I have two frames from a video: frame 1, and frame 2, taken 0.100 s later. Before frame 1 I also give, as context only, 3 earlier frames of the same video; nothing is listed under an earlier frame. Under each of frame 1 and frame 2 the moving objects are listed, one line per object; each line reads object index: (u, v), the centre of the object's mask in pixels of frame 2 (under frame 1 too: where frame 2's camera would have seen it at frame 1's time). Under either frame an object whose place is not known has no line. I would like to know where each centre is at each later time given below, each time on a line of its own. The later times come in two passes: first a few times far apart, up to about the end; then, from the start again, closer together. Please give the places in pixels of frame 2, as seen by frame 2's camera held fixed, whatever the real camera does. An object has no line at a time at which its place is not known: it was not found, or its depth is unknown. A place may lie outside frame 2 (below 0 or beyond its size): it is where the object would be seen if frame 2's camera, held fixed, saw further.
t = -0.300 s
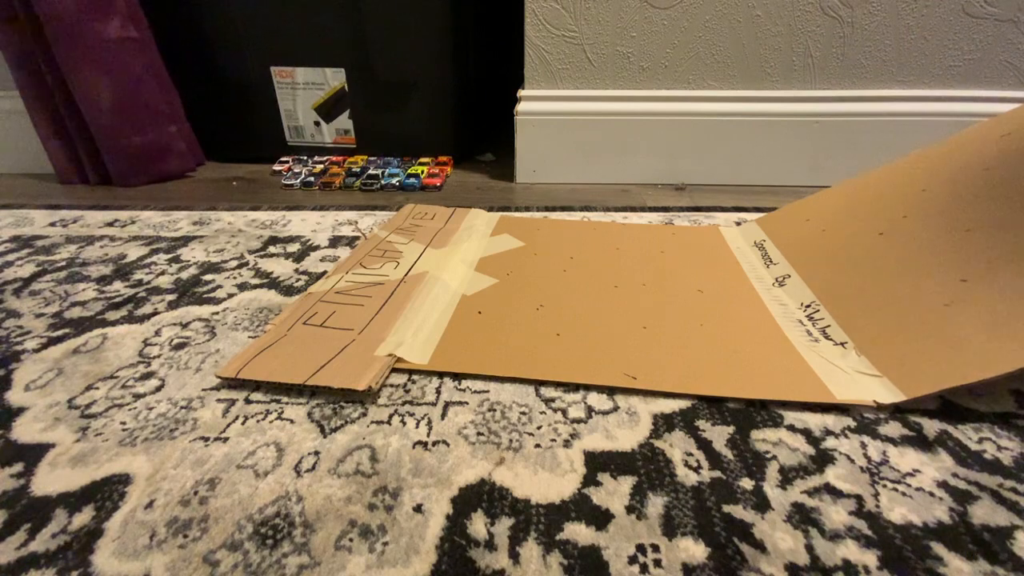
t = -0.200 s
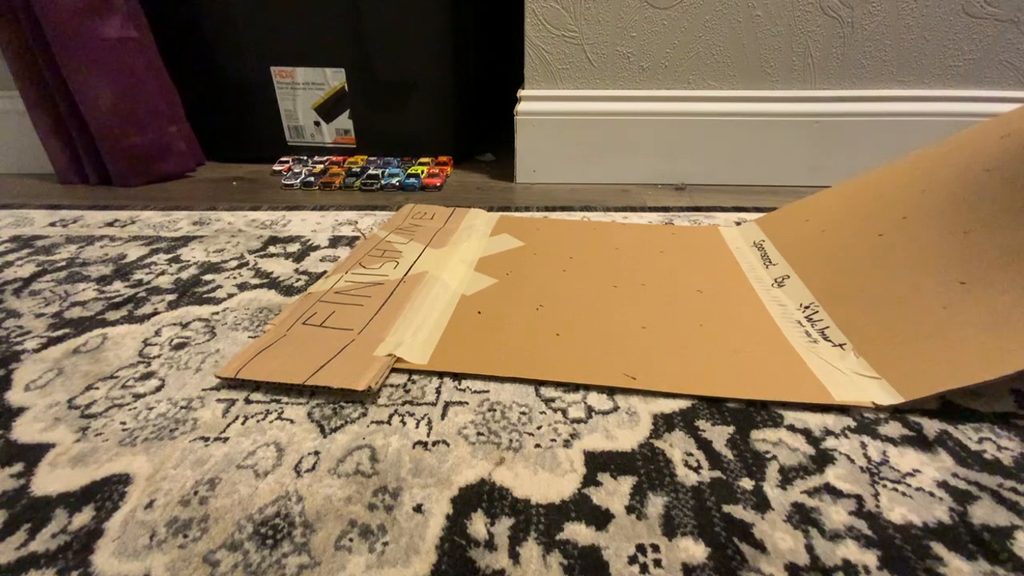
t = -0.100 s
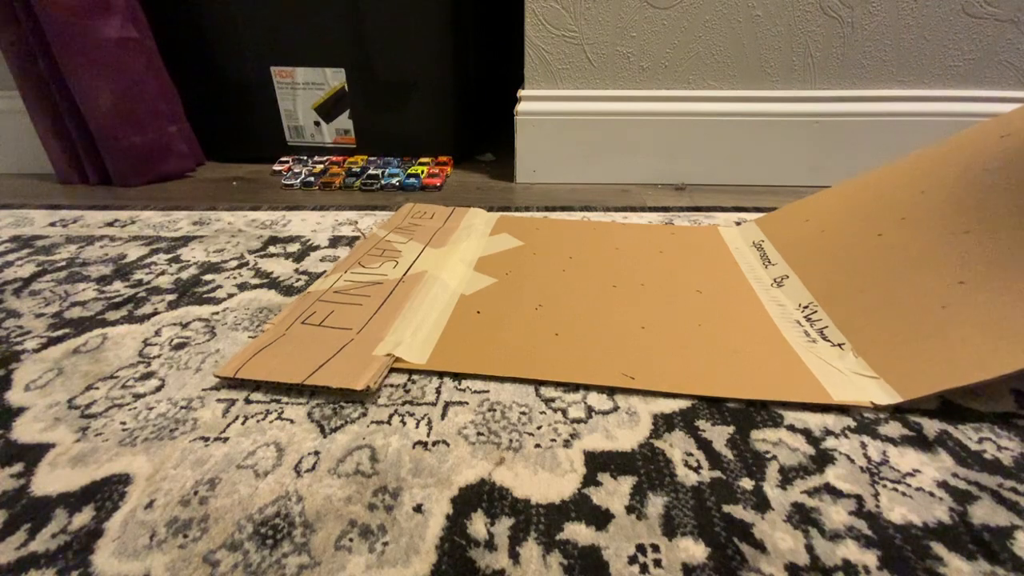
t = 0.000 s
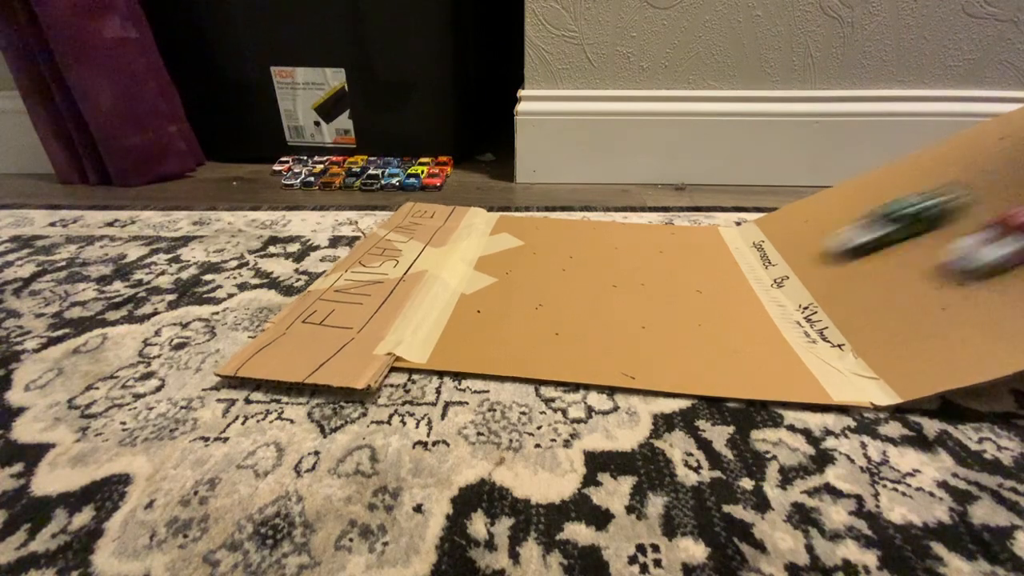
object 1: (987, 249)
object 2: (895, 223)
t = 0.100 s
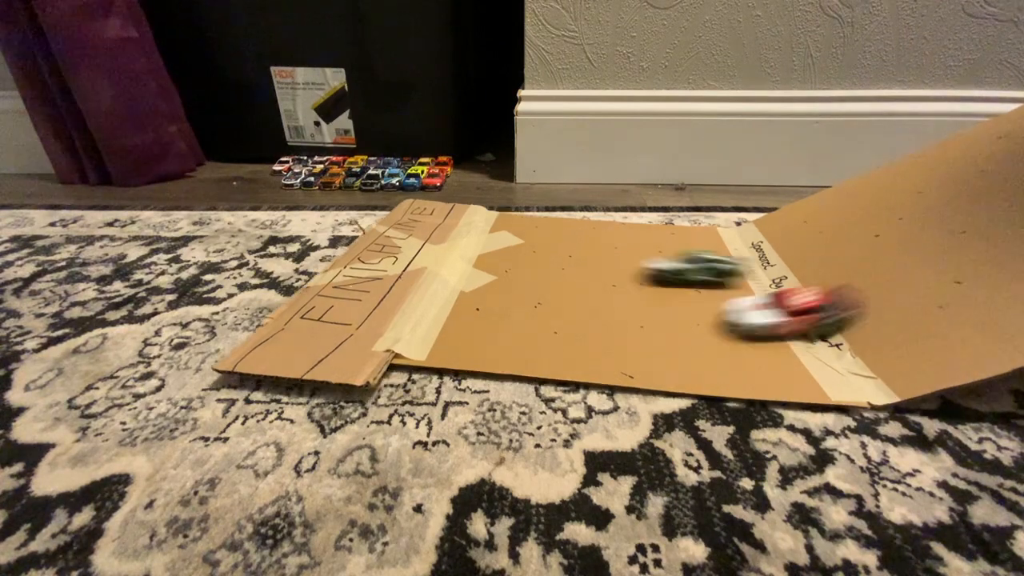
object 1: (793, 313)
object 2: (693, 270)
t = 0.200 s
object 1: (628, 317)
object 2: (539, 266)
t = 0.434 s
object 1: (396, 361)
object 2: (364, 256)
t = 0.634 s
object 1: (396, 374)
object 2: (315, 259)
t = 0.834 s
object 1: (396, 374)
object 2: (315, 259)
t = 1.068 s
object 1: (396, 373)
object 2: (315, 259)
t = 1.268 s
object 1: (396, 374)
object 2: (315, 259)
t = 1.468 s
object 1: (396, 374)
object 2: (315, 259)
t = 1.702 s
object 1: (396, 374)
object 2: (315, 259)
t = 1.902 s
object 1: (396, 374)
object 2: (315, 259)
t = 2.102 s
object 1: (396, 374)
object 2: (315, 259)
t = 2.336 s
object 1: (396, 374)
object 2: (315, 259)
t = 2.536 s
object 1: (396, 374)
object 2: (315, 259)
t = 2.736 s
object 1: (396, 374)
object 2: (314, 259)
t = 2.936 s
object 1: (396, 374)
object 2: (314, 259)
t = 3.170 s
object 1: (396, 374)
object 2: (315, 259)
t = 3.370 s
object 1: (396, 374)
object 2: (315, 258)
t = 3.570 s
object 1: (396, 374)
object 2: (315, 258)
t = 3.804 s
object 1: (396, 374)
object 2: (315, 258)
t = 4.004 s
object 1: (396, 374)
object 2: (315, 258)
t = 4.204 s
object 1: (396, 374)
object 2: (315, 258)
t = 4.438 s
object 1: (396, 374)
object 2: (314, 258)
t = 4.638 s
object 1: (396, 374)
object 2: (314, 258)
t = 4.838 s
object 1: (396, 374)
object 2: (315, 258)
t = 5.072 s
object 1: (396, 374)
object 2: (315, 258)
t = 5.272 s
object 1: (396, 374)
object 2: (315, 259)
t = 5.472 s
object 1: (396, 374)
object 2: (315, 259)
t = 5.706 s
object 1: (396, 374)
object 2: (315, 258)
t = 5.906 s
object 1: (396, 374)
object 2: (315, 258)
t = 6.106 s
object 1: (396, 374)
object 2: (314, 259)
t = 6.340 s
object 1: (396, 374)
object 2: (314, 259)
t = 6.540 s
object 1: (396, 374)
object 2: (314, 259)
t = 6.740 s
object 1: (396, 374)
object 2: (314, 259)
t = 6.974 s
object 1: (396, 374)
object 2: (314, 259)
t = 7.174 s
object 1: (396, 374)
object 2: (314, 259)
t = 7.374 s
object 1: (396, 374)
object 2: (314, 259)
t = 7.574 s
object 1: (396, 374)
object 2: (314, 259)
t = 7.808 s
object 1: (396, 374)
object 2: (314, 258)
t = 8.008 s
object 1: (396, 374)
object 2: (314, 258)
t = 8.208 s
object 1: (396, 374)
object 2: (315, 258)
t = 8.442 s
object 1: (396, 374)
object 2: (314, 258)
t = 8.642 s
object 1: (396, 374)
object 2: (314, 259)
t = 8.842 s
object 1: (396, 374)
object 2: (315, 259)
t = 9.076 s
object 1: (396, 374)
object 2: (315, 258)
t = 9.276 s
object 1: (396, 374)
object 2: (315, 258)
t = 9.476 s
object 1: (396, 374)
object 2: (315, 258)
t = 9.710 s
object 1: (396, 374)
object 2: (315, 258)
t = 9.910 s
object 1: (396, 374)
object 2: (315, 258)
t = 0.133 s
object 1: (731, 318)
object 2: (641, 268)
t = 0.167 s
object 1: (679, 315)
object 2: (589, 266)
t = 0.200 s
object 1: (628, 317)
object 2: (539, 266)
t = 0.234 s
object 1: (579, 320)
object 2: (492, 263)
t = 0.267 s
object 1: (534, 324)
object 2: (459, 256)
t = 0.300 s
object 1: (491, 329)
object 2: (431, 251)
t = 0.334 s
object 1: (446, 336)
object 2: (408, 252)
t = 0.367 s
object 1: (419, 339)
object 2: (395, 252)
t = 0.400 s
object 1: (401, 347)
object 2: (377, 255)
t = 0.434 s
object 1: (396, 361)
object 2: (364, 256)
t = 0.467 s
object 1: (395, 366)
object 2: (348, 257)
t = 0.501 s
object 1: (396, 373)
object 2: (335, 258)
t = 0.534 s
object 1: (396, 373)
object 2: (326, 258)
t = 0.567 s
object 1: (396, 374)
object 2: (318, 259)
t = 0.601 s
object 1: (396, 374)
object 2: (315, 259)
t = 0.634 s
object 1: (396, 374)
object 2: (315, 259)
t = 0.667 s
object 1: (396, 374)
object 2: (315, 259)
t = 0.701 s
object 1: (396, 374)
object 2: (315, 259)
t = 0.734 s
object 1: (396, 374)
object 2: (315, 259)
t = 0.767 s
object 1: (396, 374)
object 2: (315, 259)
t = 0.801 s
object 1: (396, 374)
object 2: (315, 259)
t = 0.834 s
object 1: (396, 374)
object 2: (315, 259)
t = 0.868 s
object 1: (396, 374)
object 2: (315, 259)
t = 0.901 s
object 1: (396, 374)
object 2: (315, 259)
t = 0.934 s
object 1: (396, 374)
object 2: (315, 259)
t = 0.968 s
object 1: (396, 374)
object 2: (315, 259)
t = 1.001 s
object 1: (396, 374)
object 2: (315, 259)
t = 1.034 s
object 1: (396, 374)
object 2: (315, 259)
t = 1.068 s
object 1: (396, 373)
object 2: (315, 259)
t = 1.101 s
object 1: (396, 373)
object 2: (315, 259)
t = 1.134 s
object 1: (396, 374)
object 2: (315, 259)
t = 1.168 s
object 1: (396, 373)
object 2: (315, 259)
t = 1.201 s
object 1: (396, 374)
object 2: (315, 259)
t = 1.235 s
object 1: (396, 373)
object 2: (315, 259)
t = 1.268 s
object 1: (396, 374)
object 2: (315, 259)
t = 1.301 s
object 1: (396, 373)
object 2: (315, 259)
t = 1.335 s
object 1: (396, 374)
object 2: (315, 259)
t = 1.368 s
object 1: (396, 373)
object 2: (315, 259)
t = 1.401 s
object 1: (396, 374)
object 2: (315, 259)
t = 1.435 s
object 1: (396, 374)
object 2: (315, 259)
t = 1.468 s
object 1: (396, 374)
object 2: (315, 259)
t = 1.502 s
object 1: (396, 374)
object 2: (315, 259)
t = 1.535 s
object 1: (396, 374)
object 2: (315, 259)
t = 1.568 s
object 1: (396, 374)
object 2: (315, 259)
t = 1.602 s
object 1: (396, 374)
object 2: (315, 259)
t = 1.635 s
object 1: (396, 374)
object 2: (315, 259)
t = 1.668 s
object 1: (396, 374)
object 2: (315, 259)
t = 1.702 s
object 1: (396, 374)
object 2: (315, 259)
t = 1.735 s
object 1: (396, 374)
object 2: (315, 259)
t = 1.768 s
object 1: (396, 374)
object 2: (315, 259)
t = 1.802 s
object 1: (396, 374)
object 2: (315, 259)
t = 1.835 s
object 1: (396, 374)
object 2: (315, 259)
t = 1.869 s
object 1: (396, 374)
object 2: (315, 259)
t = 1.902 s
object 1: (396, 374)
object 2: (315, 259)
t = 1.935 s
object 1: (396, 374)
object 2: (315, 259)
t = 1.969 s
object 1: (396, 374)
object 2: (315, 259)
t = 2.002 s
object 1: (396, 374)
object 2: (315, 259)
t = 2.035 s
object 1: (396, 374)
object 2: (315, 259)
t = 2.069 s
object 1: (396, 374)
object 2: (315, 259)
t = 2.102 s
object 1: (396, 374)
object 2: (315, 259)
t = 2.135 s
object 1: (396, 374)
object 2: (315, 259)
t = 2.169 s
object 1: (396, 374)
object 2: (315, 259)
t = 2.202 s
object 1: (396, 374)
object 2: (315, 259)
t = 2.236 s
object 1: (396, 374)
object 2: (315, 259)
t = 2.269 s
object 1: (396, 374)
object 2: (315, 259)
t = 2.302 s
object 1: (396, 373)
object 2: (315, 259)
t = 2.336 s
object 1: (396, 374)
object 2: (315, 259)
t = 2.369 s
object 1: (396, 374)
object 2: (315, 259)
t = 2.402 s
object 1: (396, 374)
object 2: (315, 259)
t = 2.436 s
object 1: (396, 374)
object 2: (315, 259)
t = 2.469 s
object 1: (396, 374)
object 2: (315, 259)
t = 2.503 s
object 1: (396, 374)
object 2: (315, 259)
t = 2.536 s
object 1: (396, 374)
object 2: (315, 259)
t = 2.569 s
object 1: (396, 374)
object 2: (315, 259)
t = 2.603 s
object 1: (396, 374)
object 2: (314, 259)
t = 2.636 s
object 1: (396, 374)
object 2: (314, 259)
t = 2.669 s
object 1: (396, 374)
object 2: (315, 259)
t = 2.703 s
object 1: (396, 374)
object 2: (314, 259)
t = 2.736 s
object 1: (396, 374)
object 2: (314, 259)
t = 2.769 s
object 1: (396, 374)
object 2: (314, 259)
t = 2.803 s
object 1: (396, 374)
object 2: (314, 259)
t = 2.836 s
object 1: (396, 374)
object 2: (314, 259)
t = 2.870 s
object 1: (396, 374)
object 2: (314, 259)
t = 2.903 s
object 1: (396, 374)
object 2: (314, 259)
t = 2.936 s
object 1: (396, 374)
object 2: (314, 259)
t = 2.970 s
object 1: (396, 374)
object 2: (315, 259)
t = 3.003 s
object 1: (396, 374)
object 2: (315, 259)
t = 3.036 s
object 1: (396, 374)
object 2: (315, 259)
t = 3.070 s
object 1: (396, 374)
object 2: (315, 259)
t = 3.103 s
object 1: (396, 374)
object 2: (315, 259)
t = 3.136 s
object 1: (396, 374)
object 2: (315, 259)
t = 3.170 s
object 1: (396, 374)
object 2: (315, 259)
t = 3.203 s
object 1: (396, 374)
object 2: (315, 258)
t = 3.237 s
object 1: (396, 374)
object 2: (315, 258)
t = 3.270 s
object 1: (396, 374)
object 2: (315, 258)
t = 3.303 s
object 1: (396, 374)
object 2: (315, 258)
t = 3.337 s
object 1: (396, 374)
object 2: (315, 258)
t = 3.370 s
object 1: (396, 374)
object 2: (315, 258)
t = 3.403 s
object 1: (396, 374)
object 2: (315, 258)
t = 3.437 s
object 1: (396, 374)
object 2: (315, 258)
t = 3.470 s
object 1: (396, 374)
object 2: (315, 258)
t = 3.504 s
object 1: (396, 374)
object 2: (315, 258)
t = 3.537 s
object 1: (396, 374)
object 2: (315, 258)
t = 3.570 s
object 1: (396, 374)
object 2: (315, 258)
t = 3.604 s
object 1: (396, 374)
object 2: (315, 258)
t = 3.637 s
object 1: (396, 374)
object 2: (315, 258)
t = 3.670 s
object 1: (396, 374)
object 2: (315, 258)
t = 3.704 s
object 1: (396, 374)
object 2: (315, 258)
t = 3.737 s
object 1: (396, 374)
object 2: (315, 258)
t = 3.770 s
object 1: (396, 374)
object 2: (315, 258)
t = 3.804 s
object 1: (396, 374)
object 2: (315, 258)
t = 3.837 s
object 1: (396, 374)
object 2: (315, 258)
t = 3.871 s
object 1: (396, 374)
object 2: (315, 258)
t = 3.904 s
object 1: (396, 374)
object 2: (315, 258)
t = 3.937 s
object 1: (396, 374)
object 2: (315, 258)
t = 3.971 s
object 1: (396, 374)
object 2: (315, 258)
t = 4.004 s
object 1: (396, 374)
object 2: (315, 258)
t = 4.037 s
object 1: (396, 374)
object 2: (315, 258)
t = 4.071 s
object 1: (396, 374)
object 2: (315, 258)
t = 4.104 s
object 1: (396, 374)
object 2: (315, 258)
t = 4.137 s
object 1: (396, 374)
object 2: (315, 258)
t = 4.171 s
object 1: (396, 374)
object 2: (315, 258)
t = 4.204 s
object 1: (396, 374)
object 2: (315, 258)
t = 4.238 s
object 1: (396, 374)
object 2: (315, 258)
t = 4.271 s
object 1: (396, 374)
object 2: (315, 258)
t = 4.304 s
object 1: (396, 374)
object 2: (315, 258)
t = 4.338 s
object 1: (396, 374)
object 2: (315, 258)
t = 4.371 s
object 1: (396, 374)
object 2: (315, 258)
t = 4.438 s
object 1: (396, 374)
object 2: (314, 258)
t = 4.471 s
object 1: (396, 374)
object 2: (314, 258)
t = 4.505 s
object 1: (396, 374)
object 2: (314, 258)
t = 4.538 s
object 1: (396, 374)
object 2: (314, 258)
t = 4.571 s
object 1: (396, 374)
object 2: (314, 258)
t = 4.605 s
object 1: (396, 374)
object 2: (314, 258)
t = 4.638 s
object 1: (396, 374)
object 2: (314, 258)
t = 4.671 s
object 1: (396, 374)
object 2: (315, 258)
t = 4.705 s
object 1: (396, 374)
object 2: (315, 258)
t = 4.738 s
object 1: (396, 374)
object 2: (315, 258)
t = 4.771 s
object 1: (396, 374)
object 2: (315, 258)
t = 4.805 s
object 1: (396, 374)
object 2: (314, 258)
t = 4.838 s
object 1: (396, 374)
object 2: (315, 258)
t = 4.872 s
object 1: (396, 374)
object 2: (315, 258)
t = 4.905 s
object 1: (396, 374)
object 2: (315, 258)
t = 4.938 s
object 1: (396, 374)
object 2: (315, 258)
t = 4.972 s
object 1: (396, 374)
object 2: (315, 258)
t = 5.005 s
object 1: (396, 374)
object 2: (315, 258)
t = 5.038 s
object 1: (396, 374)
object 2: (315, 258)
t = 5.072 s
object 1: (396, 374)
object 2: (315, 258)
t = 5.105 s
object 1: (396, 374)
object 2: (315, 259)
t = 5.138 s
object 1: (396, 374)
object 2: (315, 259)
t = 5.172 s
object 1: (396, 374)
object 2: (315, 259)
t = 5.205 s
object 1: (396, 374)
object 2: (315, 259)
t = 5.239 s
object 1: (396, 374)
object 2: (315, 259)
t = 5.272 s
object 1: (396, 374)
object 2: (315, 259)
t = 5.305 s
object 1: (396, 374)
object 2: (315, 259)
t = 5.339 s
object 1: (396, 374)
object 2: (315, 258)
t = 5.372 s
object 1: (396, 374)
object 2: (315, 258)
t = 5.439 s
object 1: (396, 374)
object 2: (315, 258)
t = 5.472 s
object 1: (396, 374)
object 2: (315, 259)
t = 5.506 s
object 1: (396, 374)
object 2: (315, 258)
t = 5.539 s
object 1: (396, 374)
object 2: (315, 258)
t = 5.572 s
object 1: (396, 374)
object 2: (315, 258)
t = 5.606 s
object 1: (396, 374)
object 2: (315, 258)
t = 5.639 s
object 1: (396, 374)
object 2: (315, 258)
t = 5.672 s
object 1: (396, 374)
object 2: (315, 258)
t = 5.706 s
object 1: (396, 374)
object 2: (315, 258)
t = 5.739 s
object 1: (396, 374)
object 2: (315, 259)
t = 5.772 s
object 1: (396, 374)
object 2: (315, 258)
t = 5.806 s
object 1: (396, 374)
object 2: (315, 258)
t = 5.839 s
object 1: (396, 374)
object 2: (315, 259)
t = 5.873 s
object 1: (396, 374)
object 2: (315, 259)
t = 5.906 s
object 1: (396, 374)
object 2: (315, 258)
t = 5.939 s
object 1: (396, 374)
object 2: (315, 259)
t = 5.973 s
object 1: (396, 374)
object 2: (315, 259)
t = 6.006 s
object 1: (396, 374)
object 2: (314, 259)
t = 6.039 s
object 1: (396, 374)
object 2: (315, 259)
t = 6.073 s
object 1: (396, 374)
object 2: (315, 259)
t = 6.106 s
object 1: (396, 374)
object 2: (314, 259)
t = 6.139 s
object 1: (396, 374)
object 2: (314, 259)
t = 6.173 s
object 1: (396, 374)
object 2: (315, 259)
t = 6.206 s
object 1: (396, 374)
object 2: (314, 259)
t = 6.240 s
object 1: (396, 374)
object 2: (314, 259)
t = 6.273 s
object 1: (396, 374)
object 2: (314, 259)
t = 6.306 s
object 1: (396, 374)
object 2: (314, 259)
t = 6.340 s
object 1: (396, 374)
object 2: (314, 259)
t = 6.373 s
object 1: (396, 374)
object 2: (314, 259)
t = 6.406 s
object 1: (396, 374)
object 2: (314, 259)
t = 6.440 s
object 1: (396, 374)
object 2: (314, 259)
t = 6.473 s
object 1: (396, 374)
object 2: (314, 259)
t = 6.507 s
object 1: (396, 374)
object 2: (314, 259)
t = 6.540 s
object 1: (396, 374)
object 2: (314, 259)
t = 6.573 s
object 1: (396, 374)
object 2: (314, 259)
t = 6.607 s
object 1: (396, 374)
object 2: (314, 259)
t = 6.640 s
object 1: (396, 374)
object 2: (314, 259)
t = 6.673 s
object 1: (396, 374)
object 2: (314, 259)
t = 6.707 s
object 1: (396, 374)
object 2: (314, 259)
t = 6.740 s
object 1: (396, 374)
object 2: (314, 259)
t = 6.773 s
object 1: (396, 374)
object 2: (314, 259)
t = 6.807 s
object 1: (396, 374)
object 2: (314, 259)
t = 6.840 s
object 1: (396, 374)
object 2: (314, 259)
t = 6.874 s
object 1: (396, 374)
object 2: (314, 259)
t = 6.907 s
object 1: (396, 374)
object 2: (314, 259)
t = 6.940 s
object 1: (396, 374)
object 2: (314, 259)
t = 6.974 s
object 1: (396, 374)
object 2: (314, 259)
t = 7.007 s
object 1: (396, 374)
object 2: (314, 259)
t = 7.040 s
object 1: (396, 374)
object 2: (314, 259)
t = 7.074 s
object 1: (396, 374)
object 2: (314, 259)
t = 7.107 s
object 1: (396, 374)
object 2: (314, 259)
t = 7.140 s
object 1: (396, 374)
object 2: (314, 259)
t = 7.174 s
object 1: (396, 374)
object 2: (314, 259)
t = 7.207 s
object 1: (396, 374)
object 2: (314, 259)
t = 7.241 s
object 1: (396, 374)
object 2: (314, 259)
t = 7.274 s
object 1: (396, 374)
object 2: (314, 259)
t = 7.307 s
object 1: (396, 374)
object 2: (314, 259)
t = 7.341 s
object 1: (396, 374)
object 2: (314, 259)
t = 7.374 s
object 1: (396, 374)
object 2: (314, 259)
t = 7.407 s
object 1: (396, 374)
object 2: (314, 259)
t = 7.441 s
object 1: (396, 374)
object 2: (314, 259)
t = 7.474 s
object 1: (396, 374)
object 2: (314, 259)
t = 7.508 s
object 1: (396, 374)
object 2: (314, 259)
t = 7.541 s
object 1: (396, 374)
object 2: (314, 259)
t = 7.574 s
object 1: (396, 374)
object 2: (314, 259)
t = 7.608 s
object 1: (396, 374)
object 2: (314, 259)
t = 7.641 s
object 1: (396, 374)
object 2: (314, 258)
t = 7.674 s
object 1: (396, 374)
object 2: (314, 258)
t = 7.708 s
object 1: (396, 374)
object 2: (314, 258)
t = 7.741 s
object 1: (396, 374)
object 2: (314, 258)
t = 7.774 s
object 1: (396, 374)
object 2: (314, 258)
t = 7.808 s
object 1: (396, 374)
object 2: (314, 258)
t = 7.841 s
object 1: (396, 374)
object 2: (314, 258)
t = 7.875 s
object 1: (396, 374)
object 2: (314, 258)
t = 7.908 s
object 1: (396, 374)
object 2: (314, 258)
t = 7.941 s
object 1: (396, 374)
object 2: (314, 258)
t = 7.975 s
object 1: (396, 374)
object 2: (314, 258)
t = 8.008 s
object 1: (396, 374)
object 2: (314, 258)
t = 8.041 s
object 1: (396, 374)
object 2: (314, 259)
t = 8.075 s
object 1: (396, 374)
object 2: (314, 258)
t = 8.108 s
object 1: (396, 374)
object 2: (314, 258)
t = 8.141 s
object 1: (396, 374)
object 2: (314, 258)
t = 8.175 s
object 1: (396, 374)
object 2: (315, 258)
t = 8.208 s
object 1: (396, 374)
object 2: (315, 258)
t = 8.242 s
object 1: (396, 374)
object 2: (315, 258)
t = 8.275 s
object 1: (396, 374)
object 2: (314, 258)
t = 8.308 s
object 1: (396, 374)
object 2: (314, 258)
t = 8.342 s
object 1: (396, 374)
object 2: (314, 258)
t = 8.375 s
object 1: (396, 374)
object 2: (314, 258)
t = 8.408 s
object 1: (396, 374)
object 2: (314, 259)
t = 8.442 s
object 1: (396, 374)
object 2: (314, 258)
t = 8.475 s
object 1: (396, 374)
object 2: (314, 258)
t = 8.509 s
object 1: (396, 374)
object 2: (314, 259)
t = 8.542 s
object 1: (396, 374)
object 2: (314, 258)
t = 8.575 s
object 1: (396, 374)
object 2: (314, 258)
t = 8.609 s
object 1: (396, 374)
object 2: (314, 259)
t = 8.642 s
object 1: (396, 374)
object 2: (314, 259)
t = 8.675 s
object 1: (396, 374)
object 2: (315, 259)
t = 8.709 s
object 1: (396, 374)
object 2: (315, 258)
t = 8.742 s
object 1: (396, 374)
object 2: (315, 259)
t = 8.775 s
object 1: (396, 374)
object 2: (315, 259)
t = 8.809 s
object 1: (396, 374)
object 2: (315, 259)
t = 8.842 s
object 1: (396, 374)
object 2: (315, 259)
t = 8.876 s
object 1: (396, 374)
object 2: (315, 259)
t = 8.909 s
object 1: (396, 374)
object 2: (315, 259)
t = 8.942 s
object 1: (396, 374)
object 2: (315, 259)
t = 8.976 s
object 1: (396, 374)
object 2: (315, 258)
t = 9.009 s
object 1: (396, 374)
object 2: (315, 258)
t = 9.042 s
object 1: (396, 374)
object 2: (315, 258)
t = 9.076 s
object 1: (396, 374)
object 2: (315, 258)
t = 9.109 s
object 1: (396, 374)
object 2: (315, 258)
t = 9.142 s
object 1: (396, 374)
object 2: (315, 258)
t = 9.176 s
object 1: (396, 374)
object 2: (315, 258)
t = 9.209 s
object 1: (396, 374)
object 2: (315, 258)
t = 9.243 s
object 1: (396, 374)
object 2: (315, 258)
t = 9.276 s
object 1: (396, 374)
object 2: (315, 258)
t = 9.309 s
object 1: (396, 374)
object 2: (315, 258)
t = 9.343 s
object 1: (396, 374)
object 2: (315, 258)
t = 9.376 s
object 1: (396, 374)
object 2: (315, 258)
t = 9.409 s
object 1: (396, 374)
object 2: (315, 258)
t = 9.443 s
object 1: (396, 374)
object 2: (315, 258)
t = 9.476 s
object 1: (396, 374)
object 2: (315, 258)
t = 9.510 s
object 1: (396, 374)
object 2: (315, 258)
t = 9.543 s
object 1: (396, 374)
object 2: (315, 258)
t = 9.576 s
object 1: (396, 374)
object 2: (315, 258)
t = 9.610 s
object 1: (396, 374)
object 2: (315, 258)
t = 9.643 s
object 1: (396, 374)
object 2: (315, 258)
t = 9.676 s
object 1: (396, 374)
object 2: (315, 258)
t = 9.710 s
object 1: (396, 374)
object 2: (315, 258)
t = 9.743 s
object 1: (396, 374)
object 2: (315, 258)
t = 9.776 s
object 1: (396, 374)
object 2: (314, 259)
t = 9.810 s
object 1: (396, 374)
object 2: (314, 259)
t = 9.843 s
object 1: (396, 374)
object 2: (314, 259)
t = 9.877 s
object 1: (396, 374)
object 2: (314, 259)
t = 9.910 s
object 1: (396, 374)
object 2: (315, 258)
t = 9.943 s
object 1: (396, 374)
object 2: (315, 259)
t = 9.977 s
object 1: (396, 374)
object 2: (315, 258)
